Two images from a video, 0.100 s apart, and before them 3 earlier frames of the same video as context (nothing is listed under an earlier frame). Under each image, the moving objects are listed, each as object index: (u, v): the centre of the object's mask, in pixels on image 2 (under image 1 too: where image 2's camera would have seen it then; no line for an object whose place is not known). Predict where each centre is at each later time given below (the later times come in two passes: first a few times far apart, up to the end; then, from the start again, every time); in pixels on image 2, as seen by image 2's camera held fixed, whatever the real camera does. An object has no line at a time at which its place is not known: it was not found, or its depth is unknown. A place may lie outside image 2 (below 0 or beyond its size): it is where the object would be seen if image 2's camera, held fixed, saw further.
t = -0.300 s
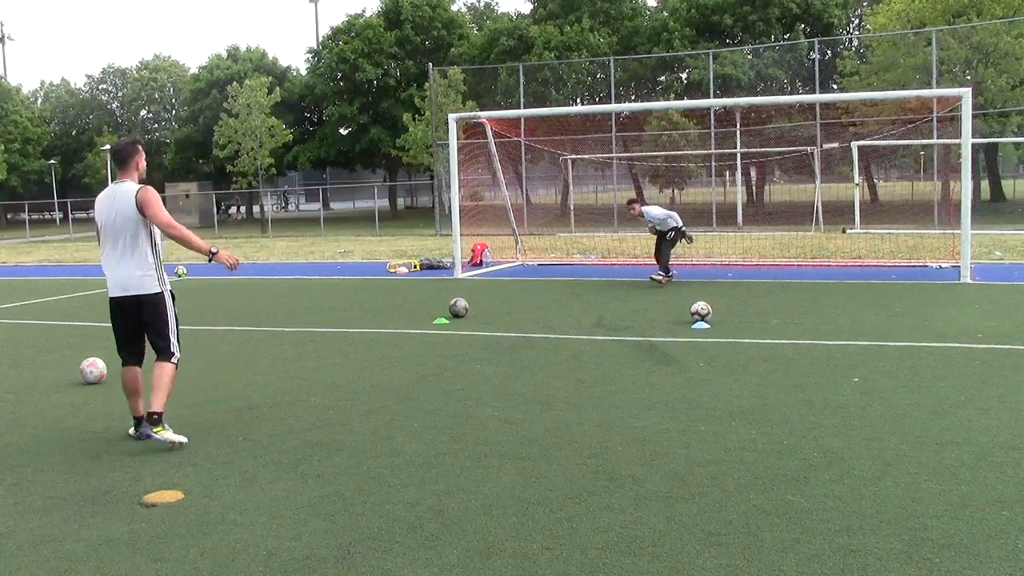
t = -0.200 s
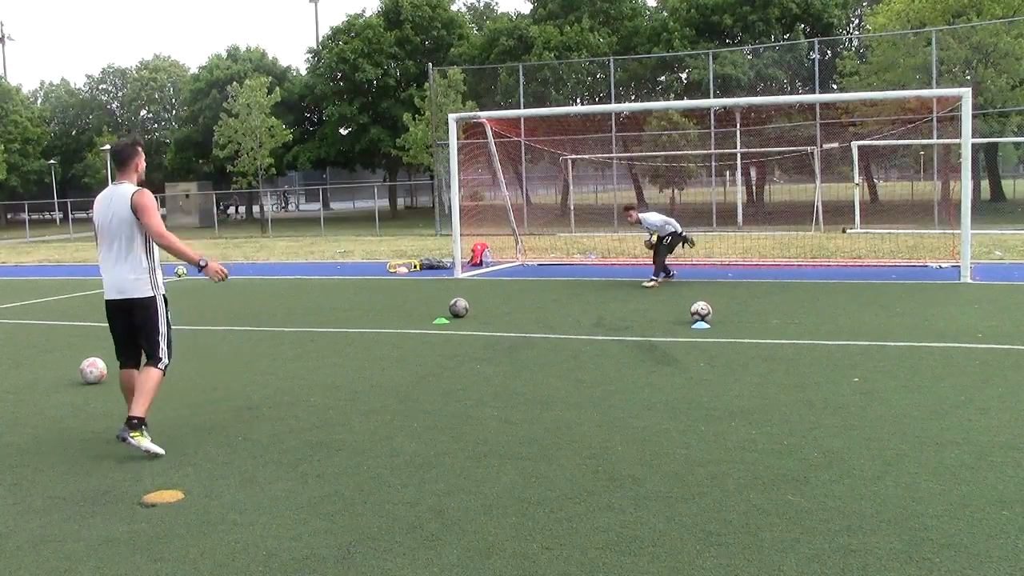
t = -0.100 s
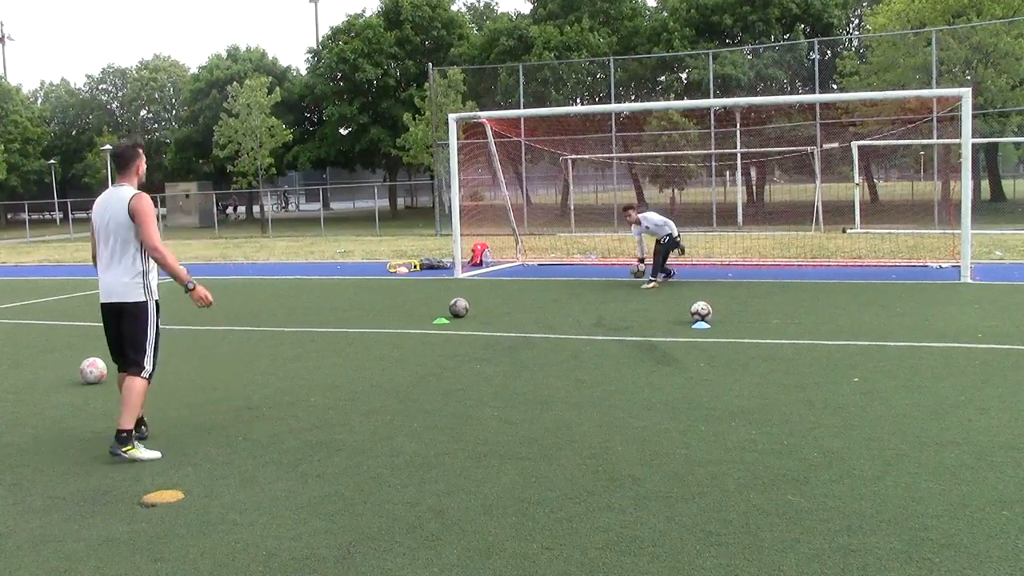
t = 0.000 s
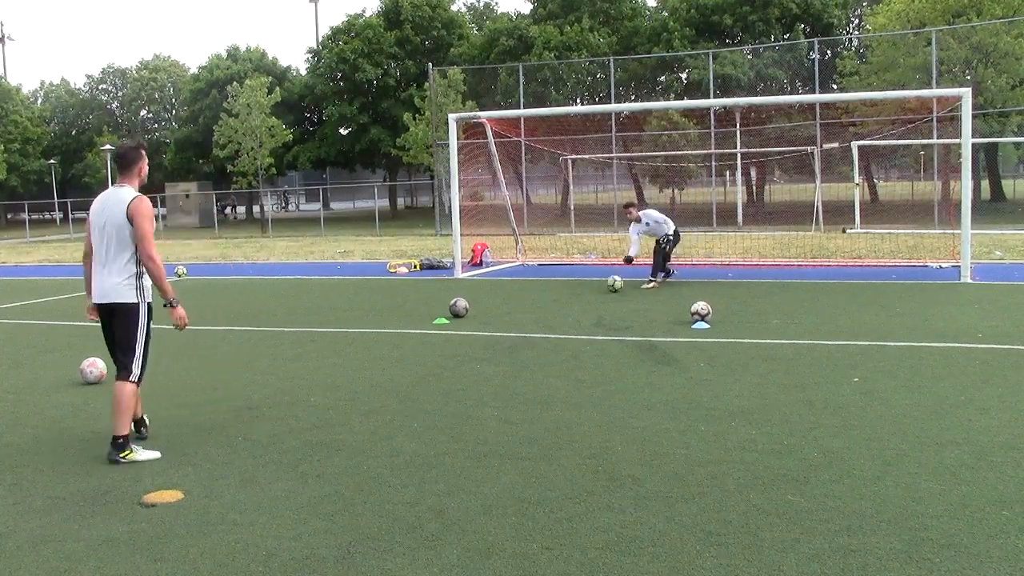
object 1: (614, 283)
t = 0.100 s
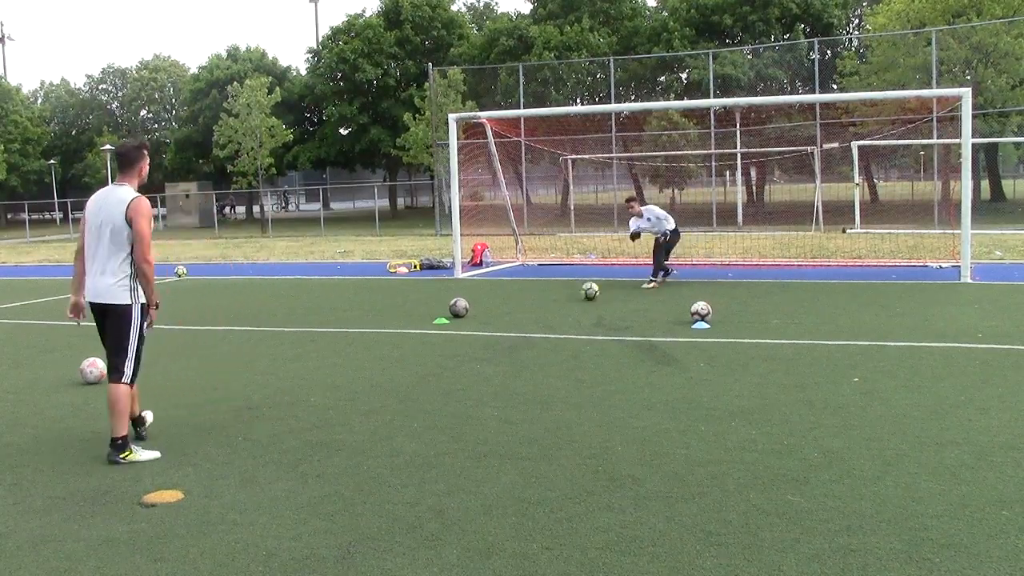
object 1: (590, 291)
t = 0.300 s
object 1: (537, 309)
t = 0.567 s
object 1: (460, 334)
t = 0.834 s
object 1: (361, 366)
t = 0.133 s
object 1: (581, 294)
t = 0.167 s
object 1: (573, 296)
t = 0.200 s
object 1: (564, 299)
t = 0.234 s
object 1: (555, 303)
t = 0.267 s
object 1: (546, 305)
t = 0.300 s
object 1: (537, 309)
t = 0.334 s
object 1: (528, 311)
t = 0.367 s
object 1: (519, 314)
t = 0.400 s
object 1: (509, 318)
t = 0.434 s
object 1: (500, 320)
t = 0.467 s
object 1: (491, 321)
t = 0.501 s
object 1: (481, 324)
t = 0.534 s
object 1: (470, 329)
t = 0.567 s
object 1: (460, 334)
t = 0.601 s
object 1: (448, 337)
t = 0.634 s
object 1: (438, 340)
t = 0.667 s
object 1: (426, 344)
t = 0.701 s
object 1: (414, 350)
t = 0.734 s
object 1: (401, 352)
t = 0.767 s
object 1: (389, 354)
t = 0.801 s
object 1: (374, 359)
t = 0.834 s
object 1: (361, 366)
